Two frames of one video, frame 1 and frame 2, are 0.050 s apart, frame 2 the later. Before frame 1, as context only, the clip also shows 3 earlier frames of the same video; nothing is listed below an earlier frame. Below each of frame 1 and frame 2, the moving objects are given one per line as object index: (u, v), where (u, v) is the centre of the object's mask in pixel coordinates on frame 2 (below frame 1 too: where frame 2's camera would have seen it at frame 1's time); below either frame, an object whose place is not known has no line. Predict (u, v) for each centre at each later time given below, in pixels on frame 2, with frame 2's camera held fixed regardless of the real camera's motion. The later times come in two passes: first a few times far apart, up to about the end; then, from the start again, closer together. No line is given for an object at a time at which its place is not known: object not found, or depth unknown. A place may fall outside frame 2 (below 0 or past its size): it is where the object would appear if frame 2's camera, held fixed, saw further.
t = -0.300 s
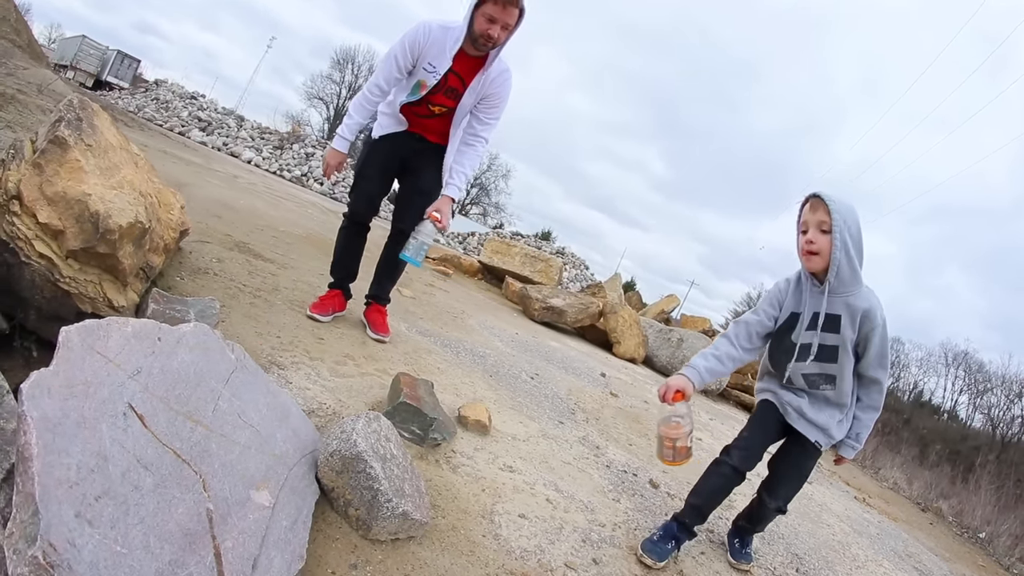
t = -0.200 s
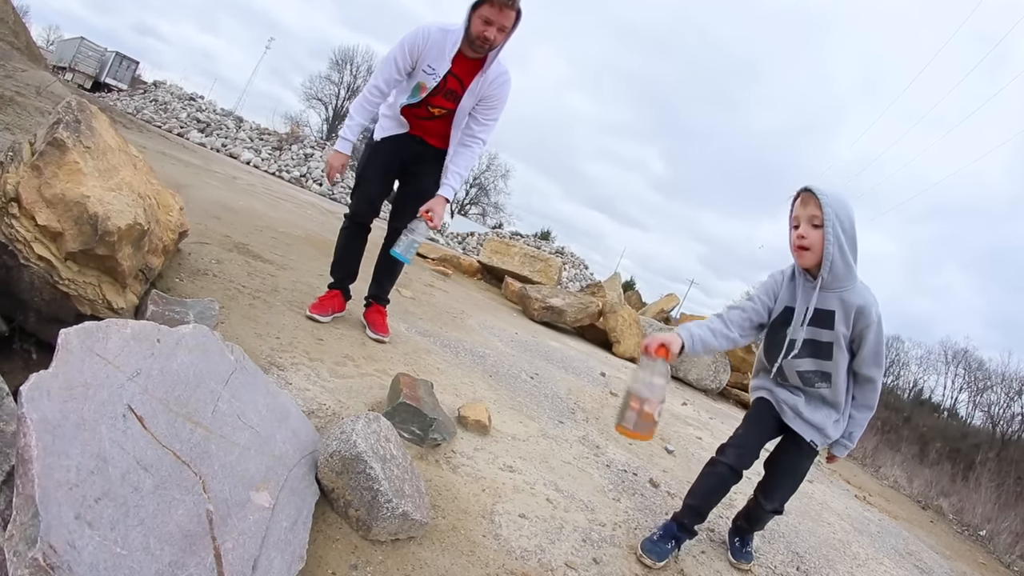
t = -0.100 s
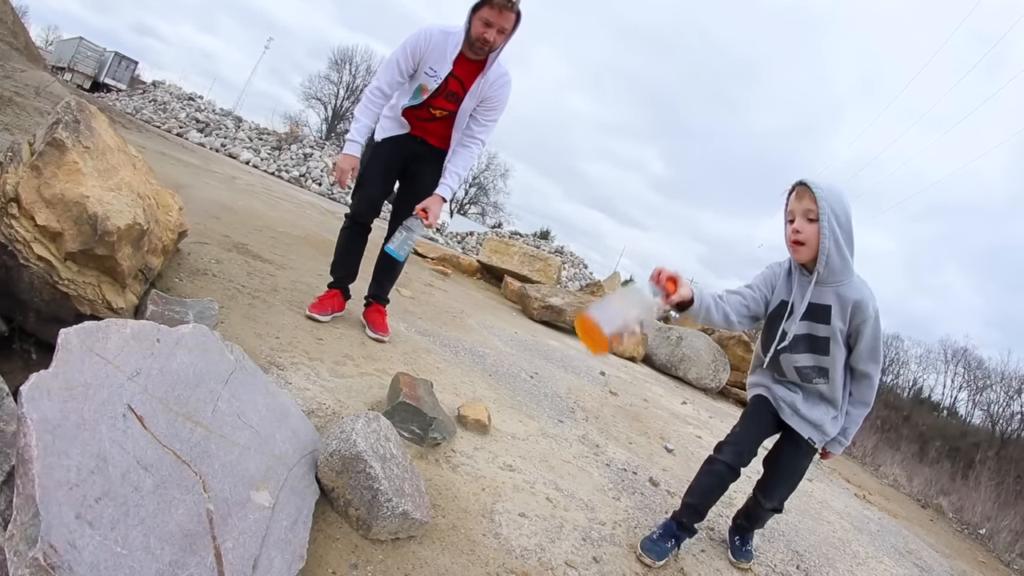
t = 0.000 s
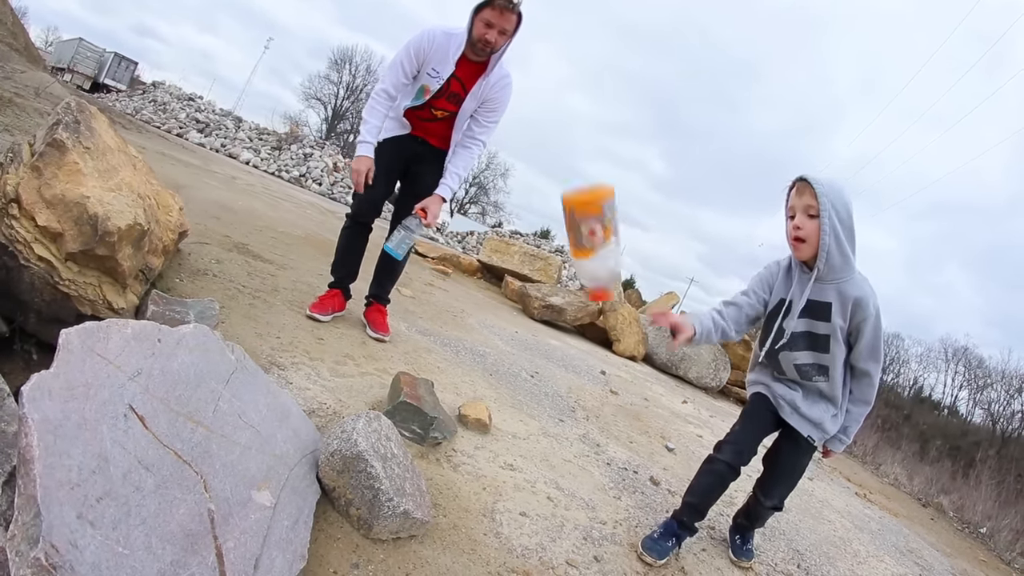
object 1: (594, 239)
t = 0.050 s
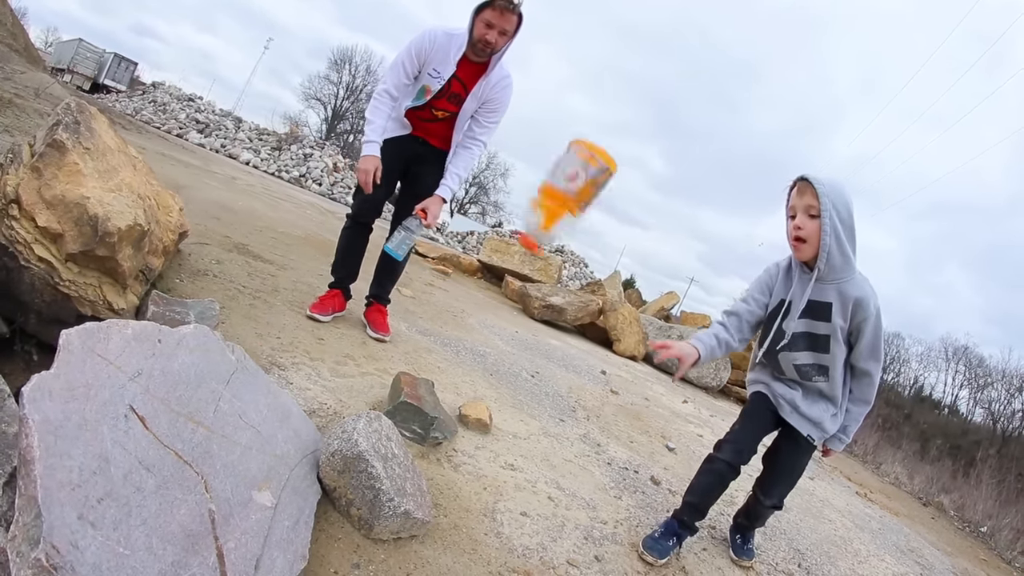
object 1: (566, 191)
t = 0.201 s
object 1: (471, 133)
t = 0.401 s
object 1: (245, 300)
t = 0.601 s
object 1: (298, 374)
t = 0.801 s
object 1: (330, 397)
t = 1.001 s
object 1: (325, 406)
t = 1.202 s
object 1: (322, 411)
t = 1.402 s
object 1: (322, 411)
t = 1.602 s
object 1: (322, 411)
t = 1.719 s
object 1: (322, 411)
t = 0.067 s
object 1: (558, 179)
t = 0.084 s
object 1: (550, 167)
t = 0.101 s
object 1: (542, 157)
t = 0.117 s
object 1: (533, 149)
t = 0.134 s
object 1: (522, 142)
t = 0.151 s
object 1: (511, 137)
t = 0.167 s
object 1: (498, 134)
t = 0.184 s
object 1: (486, 133)
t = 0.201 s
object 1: (471, 133)
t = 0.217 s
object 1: (457, 137)
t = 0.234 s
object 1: (441, 141)
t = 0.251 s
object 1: (424, 147)
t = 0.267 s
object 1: (406, 156)
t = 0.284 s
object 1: (388, 166)
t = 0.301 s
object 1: (369, 180)
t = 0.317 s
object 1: (347, 195)
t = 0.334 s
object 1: (327, 212)
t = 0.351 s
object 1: (305, 233)
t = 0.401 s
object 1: (245, 300)
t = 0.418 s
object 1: (245, 301)
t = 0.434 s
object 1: (245, 304)
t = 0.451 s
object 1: (248, 307)
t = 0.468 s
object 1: (252, 311)
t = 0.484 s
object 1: (256, 317)
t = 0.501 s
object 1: (261, 324)
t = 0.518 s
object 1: (266, 330)
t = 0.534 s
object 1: (272, 338)
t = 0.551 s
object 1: (278, 346)
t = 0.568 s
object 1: (284, 355)
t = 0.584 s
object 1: (290, 365)
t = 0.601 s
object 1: (298, 374)
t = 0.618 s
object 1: (307, 384)
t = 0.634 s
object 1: (317, 393)
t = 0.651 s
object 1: (327, 402)
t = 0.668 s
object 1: (329, 402)
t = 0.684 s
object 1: (327, 402)
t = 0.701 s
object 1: (327, 402)
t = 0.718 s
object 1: (329, 402)
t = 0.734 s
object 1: (331, 402)
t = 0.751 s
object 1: (329, 401)
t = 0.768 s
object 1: (328, 399)
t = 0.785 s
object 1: (329, 399)
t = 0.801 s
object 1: (330, 397)
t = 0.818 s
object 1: (331, 396)
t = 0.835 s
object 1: (333, 395)
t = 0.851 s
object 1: (334, 395)
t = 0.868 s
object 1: (335, 395)
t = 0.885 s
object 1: (337, 394)
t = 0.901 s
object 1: (337, 395)
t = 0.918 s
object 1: (337, 395)
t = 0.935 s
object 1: (338, 396)
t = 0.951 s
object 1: (337, 398)
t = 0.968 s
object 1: (336, 400)
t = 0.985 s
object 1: (332, 404)
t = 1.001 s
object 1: (325, 406)
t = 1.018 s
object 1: (323, 408)
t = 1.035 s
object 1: (323, 410)
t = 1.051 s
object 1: (323, 409)
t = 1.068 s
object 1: (322, 411)
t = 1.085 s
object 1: (323, 411)
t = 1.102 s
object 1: (323, 411)
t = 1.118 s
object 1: (323, 411)
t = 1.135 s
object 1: (322, 411)
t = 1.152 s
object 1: (323, 411)
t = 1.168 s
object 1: (322, 411)
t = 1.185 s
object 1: (322, 411)
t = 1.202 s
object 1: (322, 411)
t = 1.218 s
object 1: (322, 411)
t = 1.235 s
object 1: (322, 411)
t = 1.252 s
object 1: (322, 411)
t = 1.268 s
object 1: (322, 411)
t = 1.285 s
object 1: (322, 411)
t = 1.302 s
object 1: (322, 411)
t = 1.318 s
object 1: (322, 411)
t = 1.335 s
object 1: (322, 411)
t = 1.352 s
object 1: (322, 411)
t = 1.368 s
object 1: (322, 411)
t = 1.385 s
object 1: (322, 411)
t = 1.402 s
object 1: (322, 411)
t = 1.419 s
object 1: (322, 411)
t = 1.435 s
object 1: (322, 411)
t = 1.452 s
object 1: (322, 411)
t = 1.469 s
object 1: (322, 411)
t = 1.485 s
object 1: (322, 411)
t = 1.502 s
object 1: (322, 411)
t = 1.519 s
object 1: (322, 411)
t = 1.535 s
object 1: (322, 411)
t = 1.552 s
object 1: (322, 411)
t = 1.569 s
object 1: (322, 411)
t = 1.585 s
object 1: (322, 411)
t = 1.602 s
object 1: (322, 411)
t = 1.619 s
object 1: (322, 411)
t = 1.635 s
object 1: (322, 411)
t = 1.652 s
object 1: (322, 411)
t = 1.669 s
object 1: (322, 411)
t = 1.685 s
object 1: (322, 411)
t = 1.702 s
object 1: (322, 411)
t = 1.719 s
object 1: (322, 411)
